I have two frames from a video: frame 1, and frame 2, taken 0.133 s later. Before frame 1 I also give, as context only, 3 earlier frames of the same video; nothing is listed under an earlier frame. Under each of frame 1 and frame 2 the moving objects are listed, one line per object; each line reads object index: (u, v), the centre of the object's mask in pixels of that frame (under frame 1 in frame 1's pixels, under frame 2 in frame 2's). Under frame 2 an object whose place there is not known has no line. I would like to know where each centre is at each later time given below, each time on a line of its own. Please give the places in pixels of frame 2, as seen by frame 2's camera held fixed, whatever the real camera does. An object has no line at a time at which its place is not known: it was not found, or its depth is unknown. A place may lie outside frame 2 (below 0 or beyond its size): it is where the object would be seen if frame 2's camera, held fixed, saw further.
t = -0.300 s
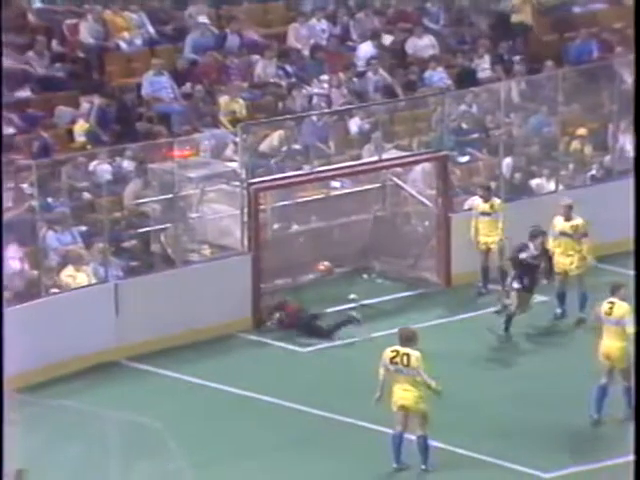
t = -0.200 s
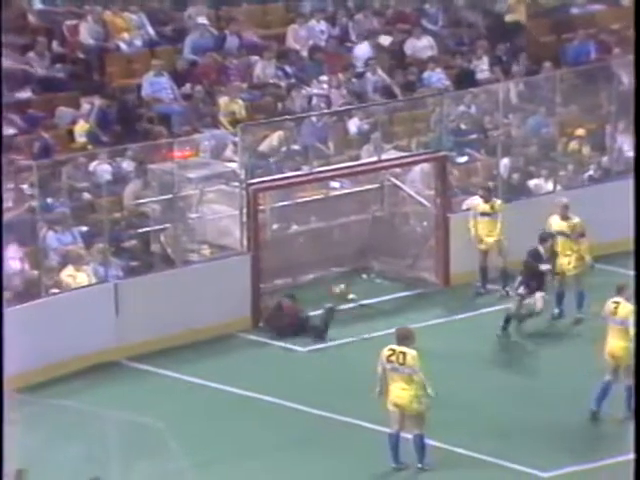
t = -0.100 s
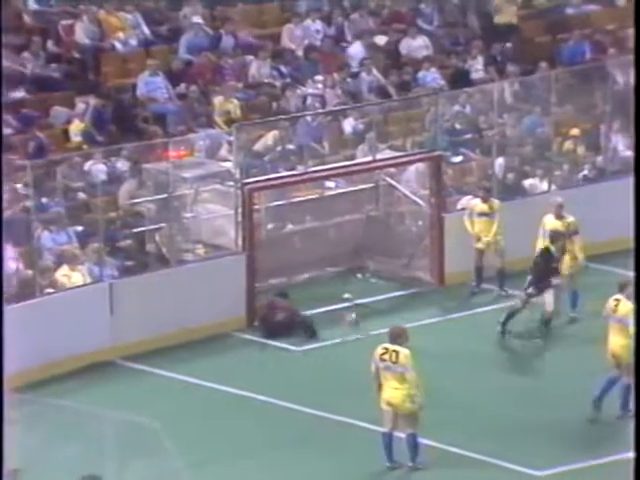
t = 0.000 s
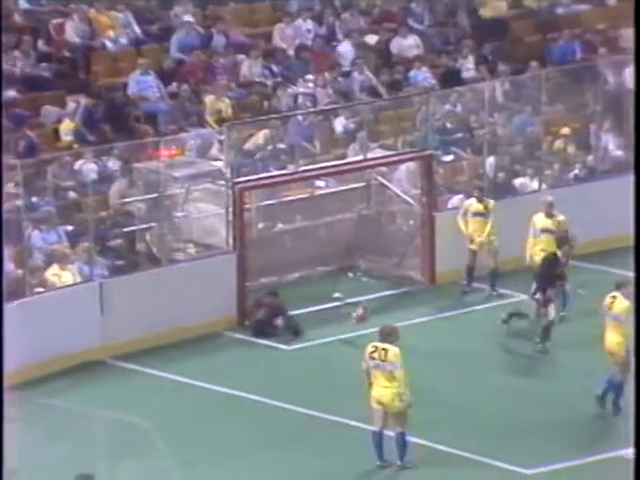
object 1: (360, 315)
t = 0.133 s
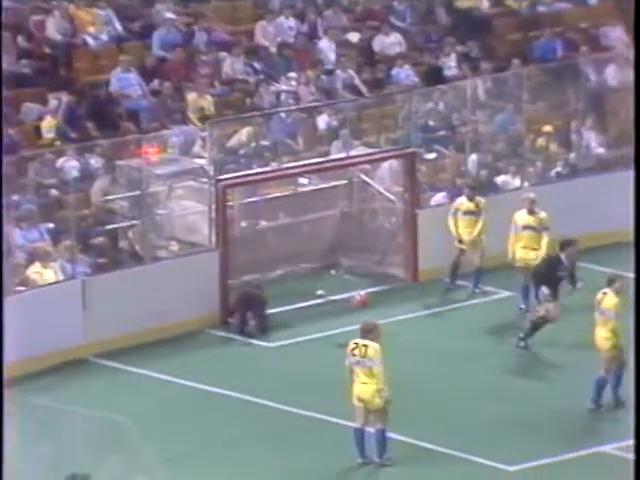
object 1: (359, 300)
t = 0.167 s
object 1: (362, 299)
